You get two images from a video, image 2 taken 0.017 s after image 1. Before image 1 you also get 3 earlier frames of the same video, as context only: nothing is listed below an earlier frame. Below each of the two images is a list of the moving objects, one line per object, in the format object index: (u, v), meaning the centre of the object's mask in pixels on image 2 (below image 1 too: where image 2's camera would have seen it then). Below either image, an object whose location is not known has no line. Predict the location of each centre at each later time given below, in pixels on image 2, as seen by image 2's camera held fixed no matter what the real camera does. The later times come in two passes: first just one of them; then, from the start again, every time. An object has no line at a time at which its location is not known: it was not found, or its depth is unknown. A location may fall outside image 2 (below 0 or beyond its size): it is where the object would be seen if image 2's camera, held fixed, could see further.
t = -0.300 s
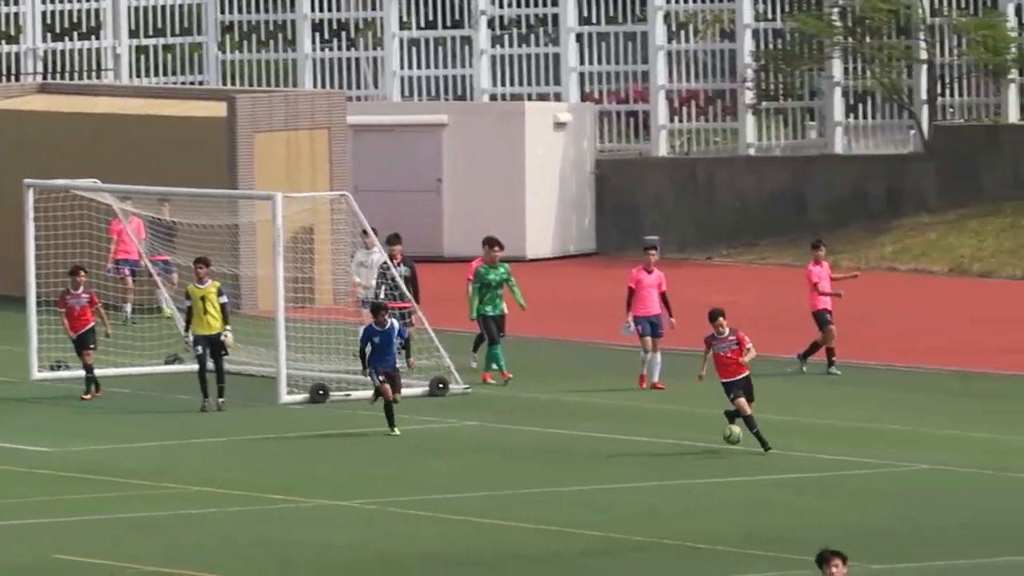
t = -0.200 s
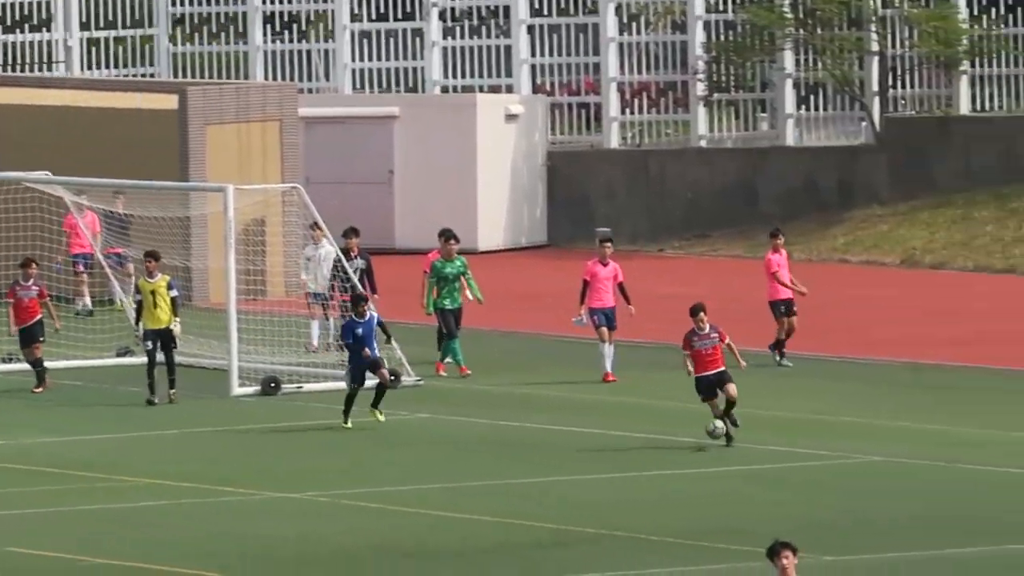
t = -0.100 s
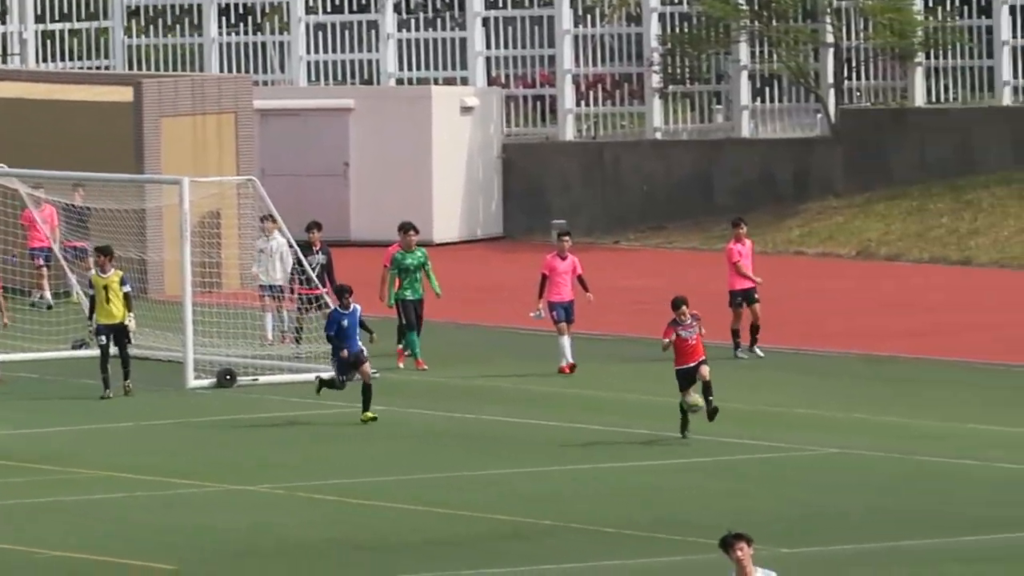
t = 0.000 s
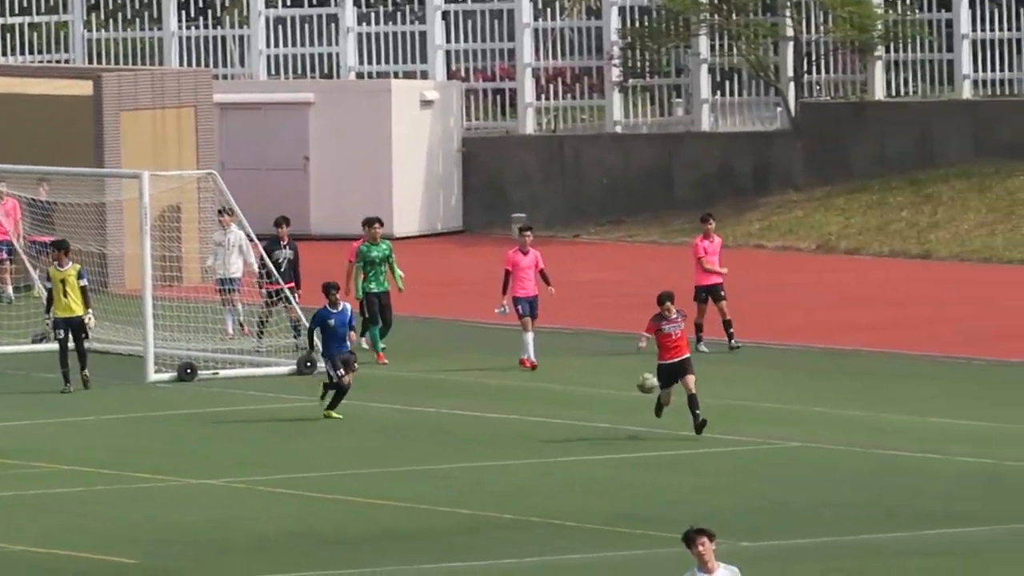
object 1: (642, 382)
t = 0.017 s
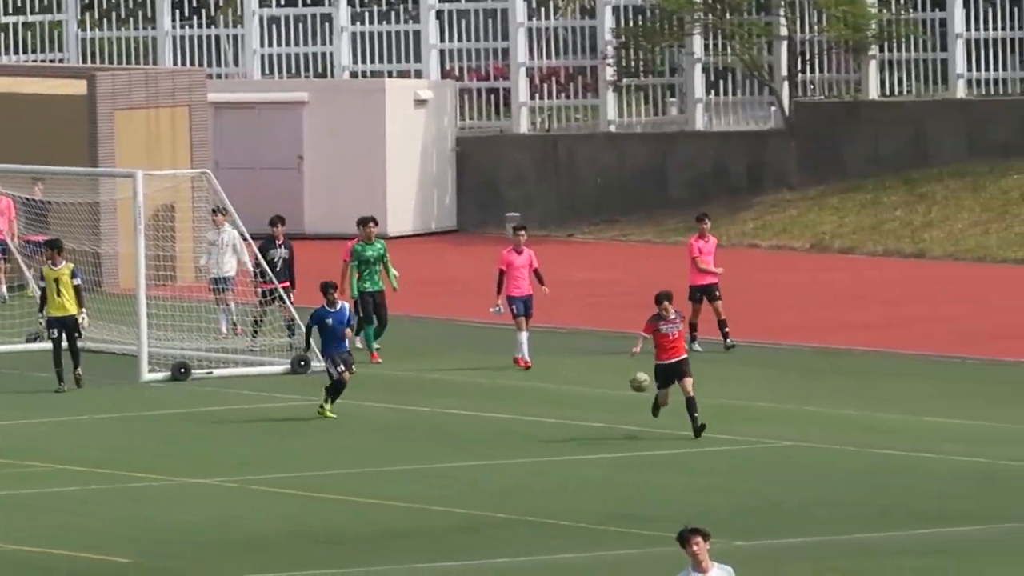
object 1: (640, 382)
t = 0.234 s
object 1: (618, 391)
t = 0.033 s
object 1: (638, 381)
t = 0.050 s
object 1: (636, 380)
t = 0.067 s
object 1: (635, 380)
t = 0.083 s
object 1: (633, 380)
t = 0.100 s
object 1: (631, 380)
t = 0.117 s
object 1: (630, 381)
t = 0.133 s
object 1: (628, 381)
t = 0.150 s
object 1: (626, 382)
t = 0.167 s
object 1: (624, 384)
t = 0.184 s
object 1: (623, 385)
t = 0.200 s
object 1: (621, 387)
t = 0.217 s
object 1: (619, 389)
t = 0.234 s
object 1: (618, 391)
